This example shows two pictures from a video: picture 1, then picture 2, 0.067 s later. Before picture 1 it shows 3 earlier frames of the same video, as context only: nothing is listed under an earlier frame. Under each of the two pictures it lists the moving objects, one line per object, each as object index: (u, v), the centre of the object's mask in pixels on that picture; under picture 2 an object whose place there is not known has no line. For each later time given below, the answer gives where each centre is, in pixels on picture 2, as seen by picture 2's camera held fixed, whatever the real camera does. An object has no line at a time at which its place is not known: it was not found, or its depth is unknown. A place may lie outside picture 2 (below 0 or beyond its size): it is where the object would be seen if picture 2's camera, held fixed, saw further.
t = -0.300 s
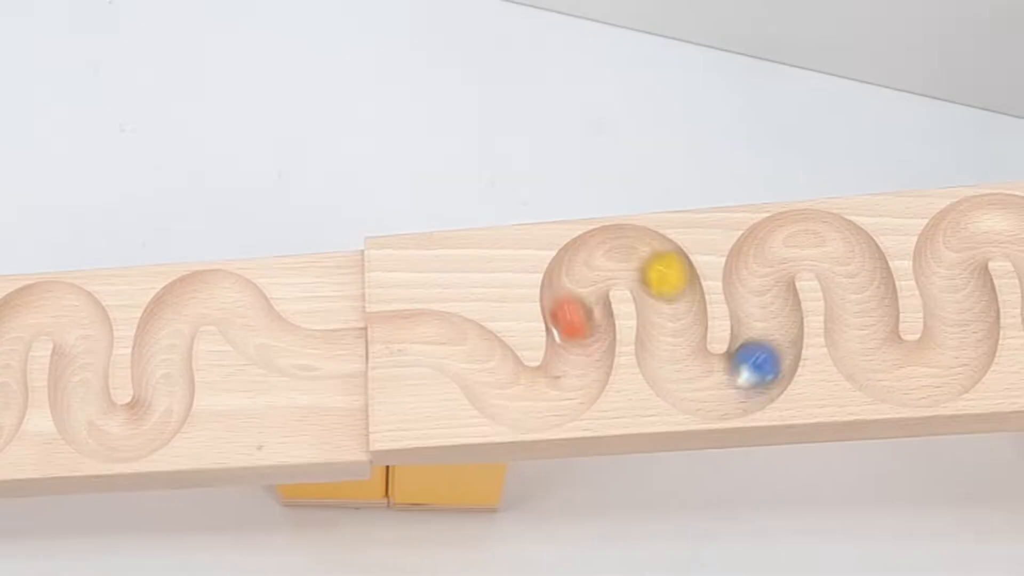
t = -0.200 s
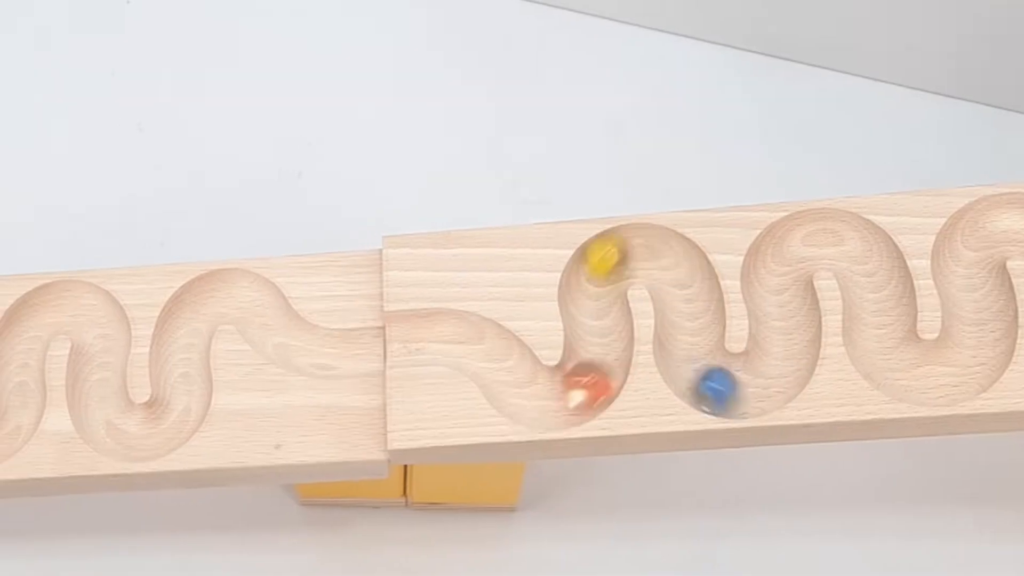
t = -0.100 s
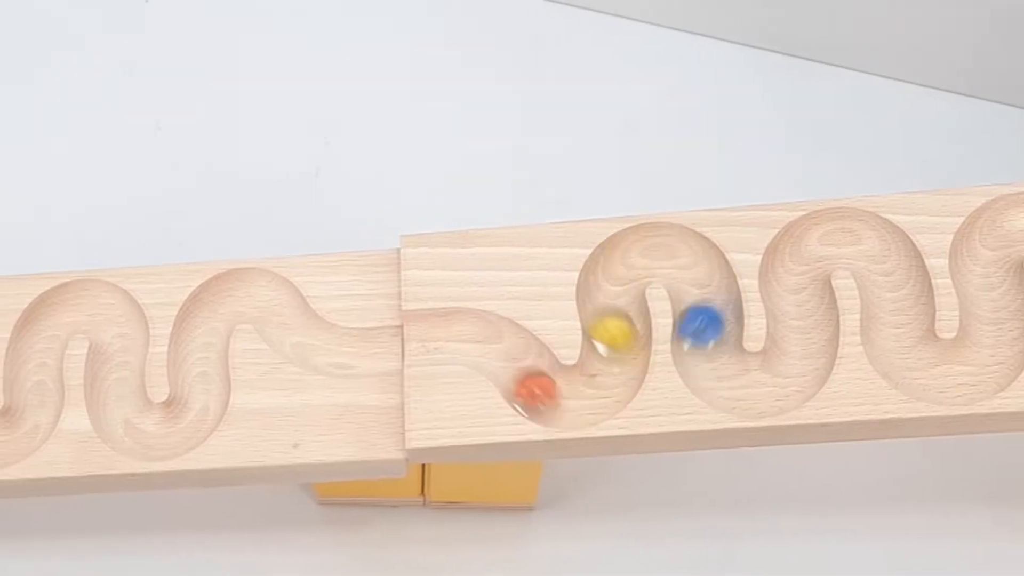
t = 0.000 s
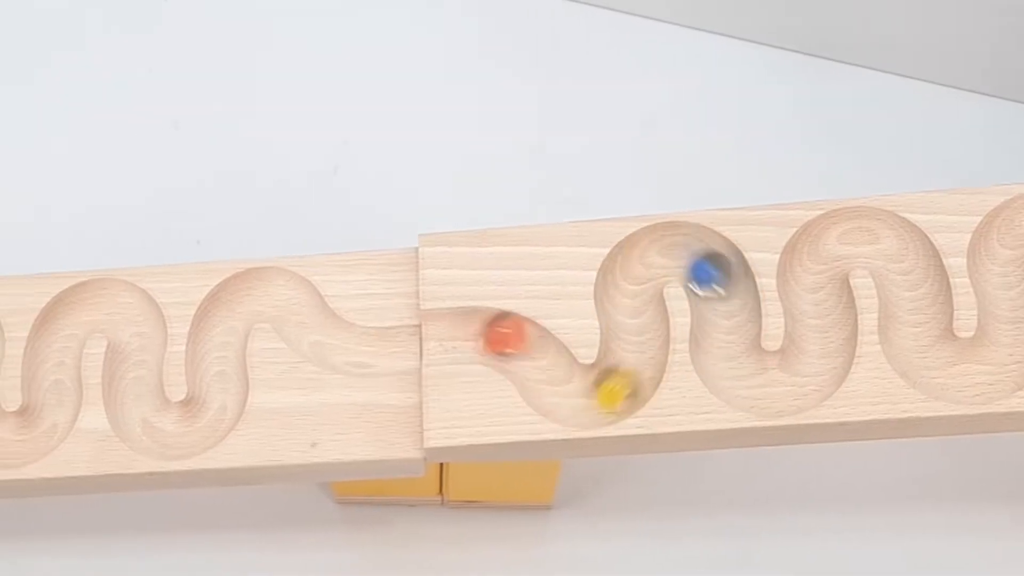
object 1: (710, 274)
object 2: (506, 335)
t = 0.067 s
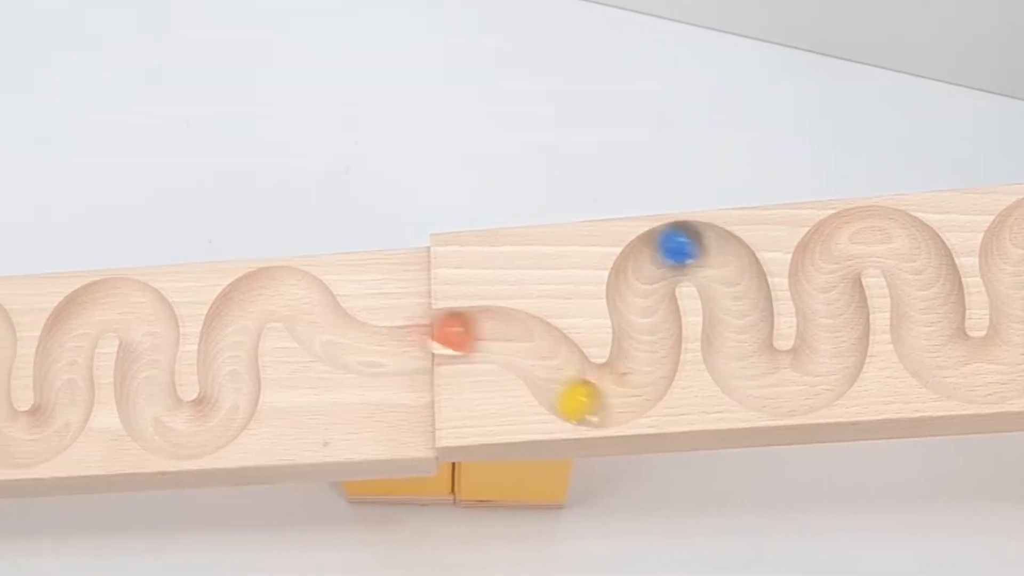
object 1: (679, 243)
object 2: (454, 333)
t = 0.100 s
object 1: (661, 254)
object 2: (415, 335)
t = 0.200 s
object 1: (641, 322)
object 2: (313, 342)
